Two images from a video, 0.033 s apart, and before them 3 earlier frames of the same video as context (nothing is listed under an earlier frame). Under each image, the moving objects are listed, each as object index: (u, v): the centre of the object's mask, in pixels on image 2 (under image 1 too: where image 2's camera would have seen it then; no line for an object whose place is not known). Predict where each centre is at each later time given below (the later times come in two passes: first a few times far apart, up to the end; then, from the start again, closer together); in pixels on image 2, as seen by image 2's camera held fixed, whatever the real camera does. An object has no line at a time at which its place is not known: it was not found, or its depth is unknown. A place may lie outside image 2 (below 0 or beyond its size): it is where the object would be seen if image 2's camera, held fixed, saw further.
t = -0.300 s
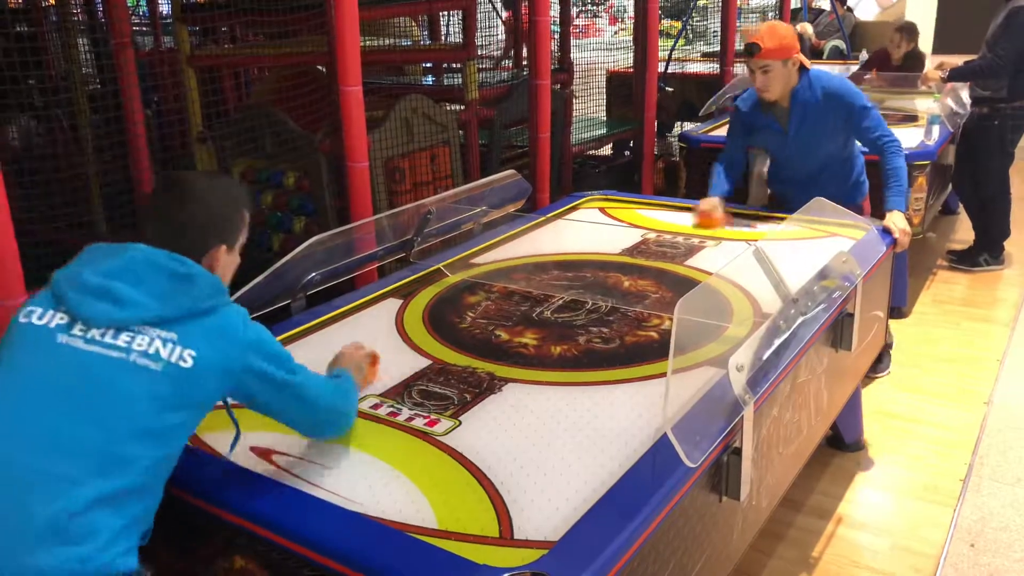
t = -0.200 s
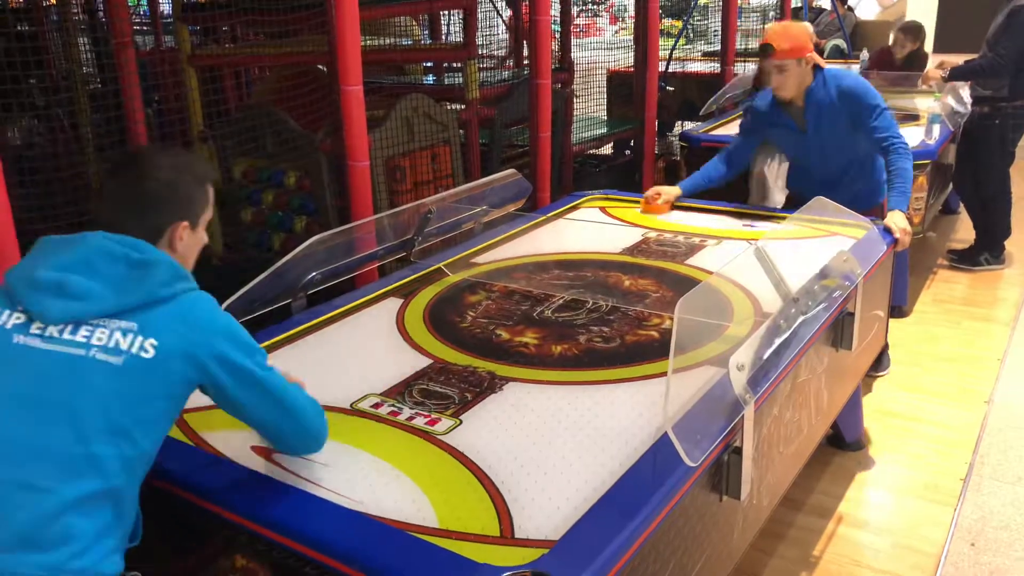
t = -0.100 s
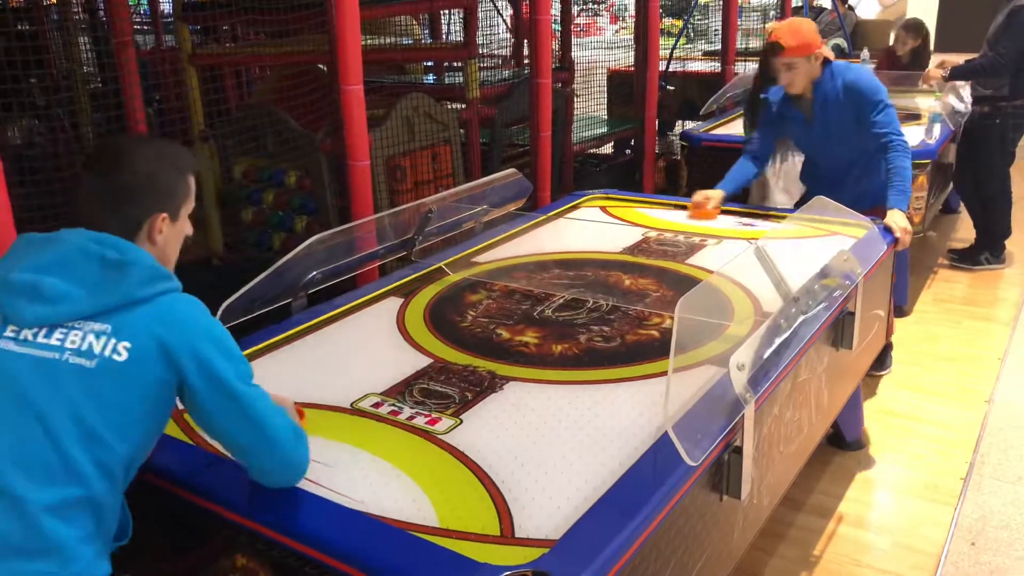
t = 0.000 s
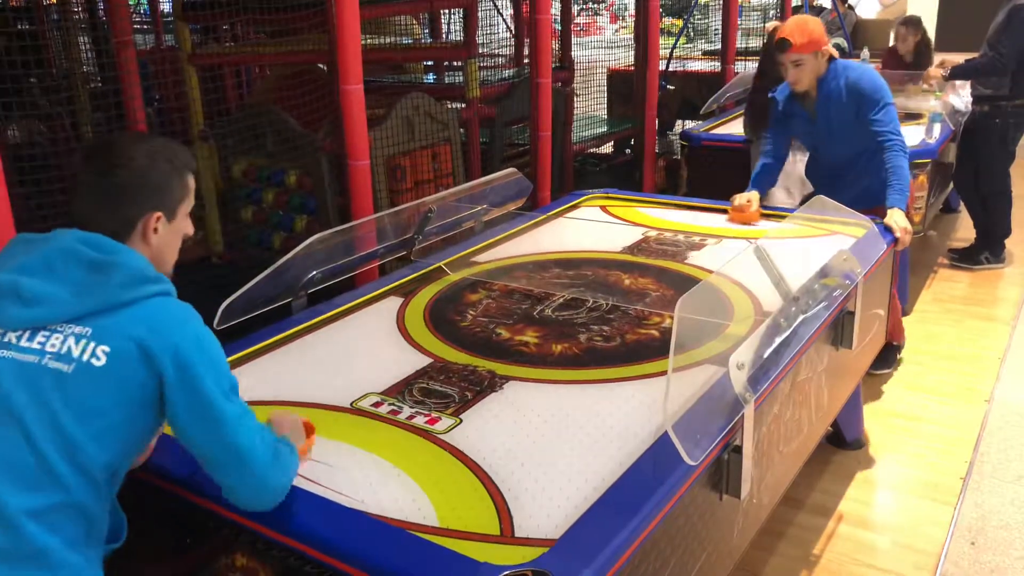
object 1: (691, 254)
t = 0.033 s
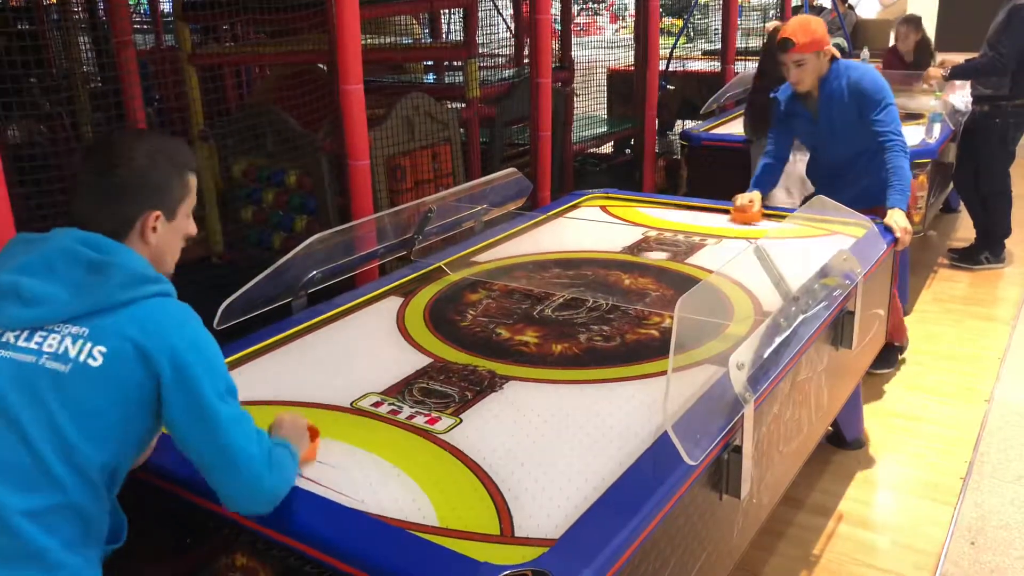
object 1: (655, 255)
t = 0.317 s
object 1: (527, 292)
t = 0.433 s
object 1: (597, 332)
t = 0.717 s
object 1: (544, 387)
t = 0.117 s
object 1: (553, 257)
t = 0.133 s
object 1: (534, 257)
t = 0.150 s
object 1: (511, 255)
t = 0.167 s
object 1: (495, 260)
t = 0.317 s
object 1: (527, 292)
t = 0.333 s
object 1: (536, 297)
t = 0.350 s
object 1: (545, 302)
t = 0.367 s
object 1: (556, 307)
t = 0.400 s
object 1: (574, 319)
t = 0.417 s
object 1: (586, 325)
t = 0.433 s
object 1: (597, 332)
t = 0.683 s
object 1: (576, 389)
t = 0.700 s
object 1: (560, 388)
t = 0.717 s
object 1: (544, 387)
